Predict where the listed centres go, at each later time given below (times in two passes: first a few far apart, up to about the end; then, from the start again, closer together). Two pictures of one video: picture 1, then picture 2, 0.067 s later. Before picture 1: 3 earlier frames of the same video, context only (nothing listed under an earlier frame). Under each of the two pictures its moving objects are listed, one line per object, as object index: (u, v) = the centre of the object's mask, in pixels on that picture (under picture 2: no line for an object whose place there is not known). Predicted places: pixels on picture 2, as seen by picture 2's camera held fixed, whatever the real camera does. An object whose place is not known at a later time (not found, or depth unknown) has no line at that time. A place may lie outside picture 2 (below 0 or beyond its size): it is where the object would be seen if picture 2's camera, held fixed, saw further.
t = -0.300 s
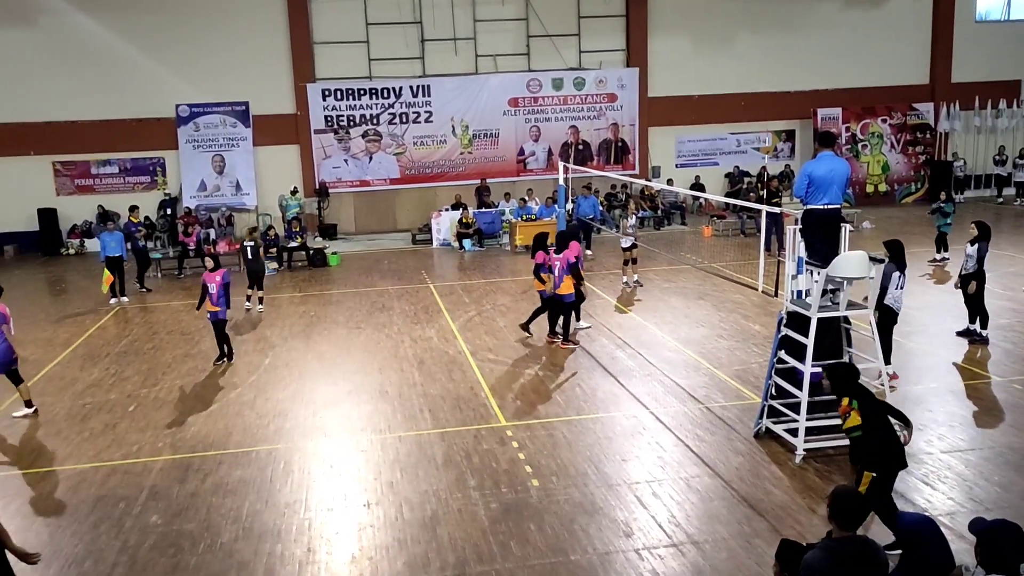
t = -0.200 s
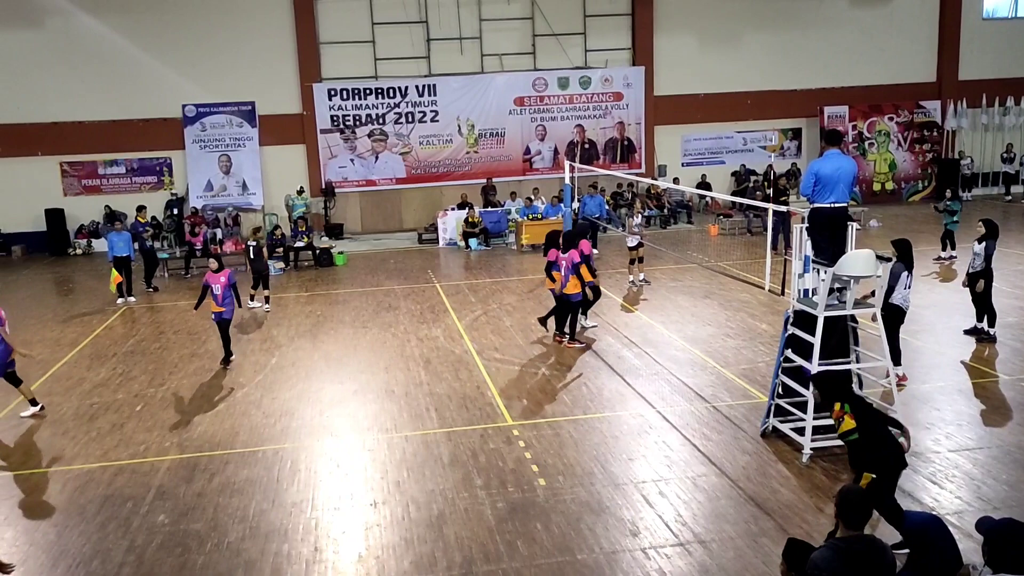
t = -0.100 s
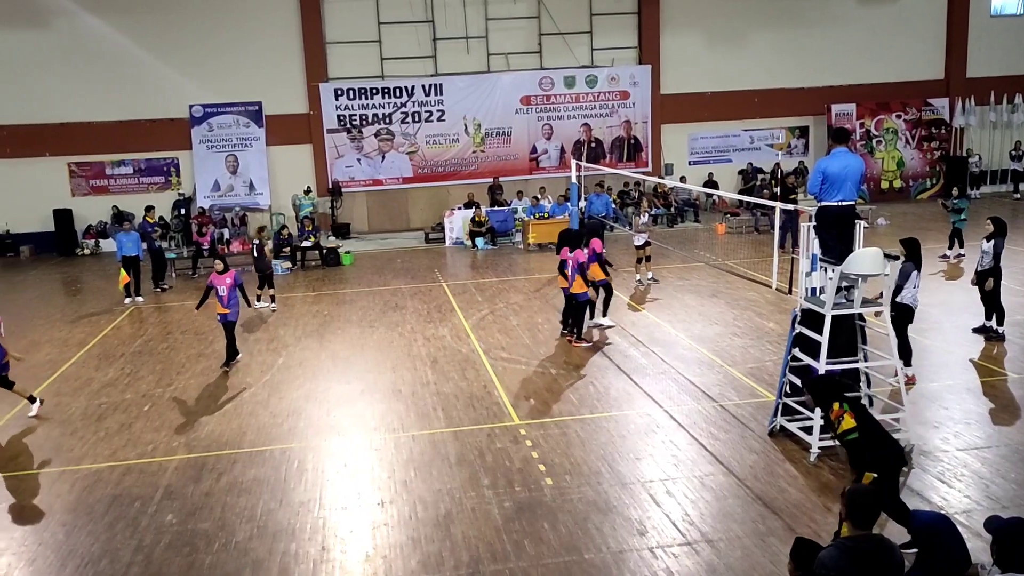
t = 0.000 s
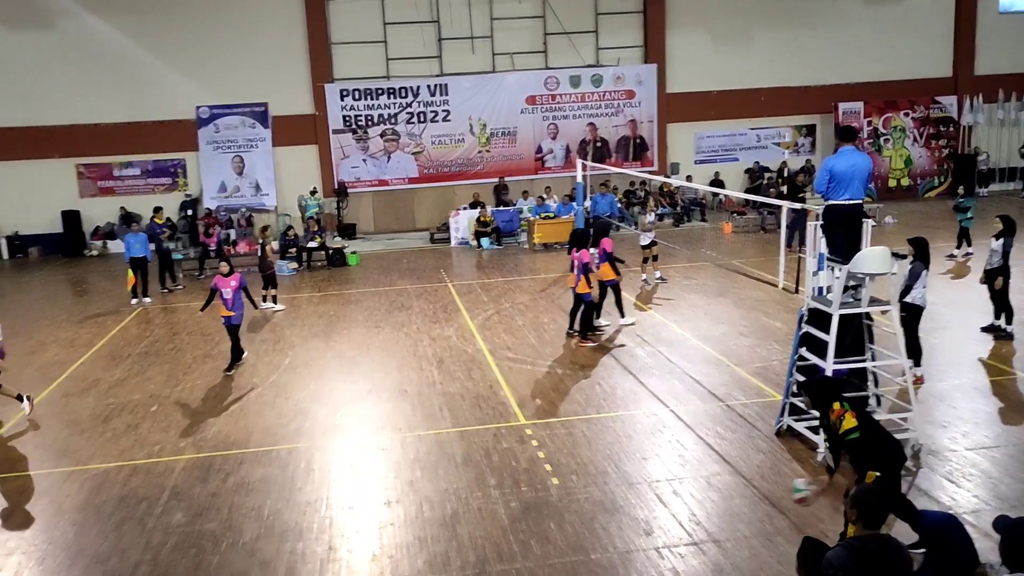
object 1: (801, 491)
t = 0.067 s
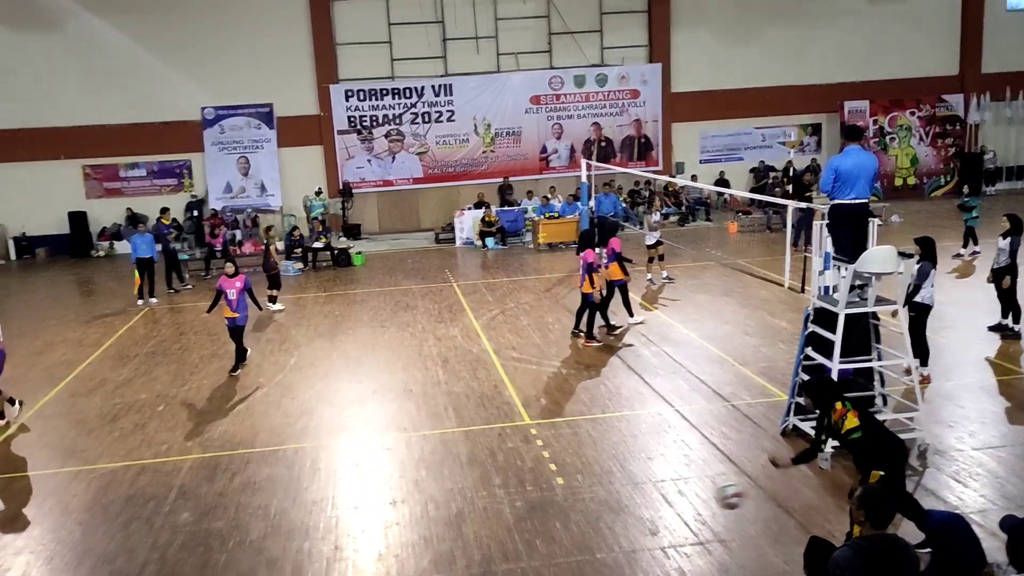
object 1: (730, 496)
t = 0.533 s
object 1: (268, 539)
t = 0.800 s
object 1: (64, 571)
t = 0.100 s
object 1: (691, 499)
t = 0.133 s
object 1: (651, 505)
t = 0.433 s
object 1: (344, 539)
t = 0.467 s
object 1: (320, 538)
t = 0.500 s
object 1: (293, 538)
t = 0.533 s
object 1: (268, 539)
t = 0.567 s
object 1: (243, 541)
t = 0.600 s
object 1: (217, 544)
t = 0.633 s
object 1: (192, 550)
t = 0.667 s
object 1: (167, 558)
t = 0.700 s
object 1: (142, 565)
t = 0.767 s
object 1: (89, 574)
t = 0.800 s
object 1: (64, 571)
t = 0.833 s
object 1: (37, 568)
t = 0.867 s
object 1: (10, 565)
